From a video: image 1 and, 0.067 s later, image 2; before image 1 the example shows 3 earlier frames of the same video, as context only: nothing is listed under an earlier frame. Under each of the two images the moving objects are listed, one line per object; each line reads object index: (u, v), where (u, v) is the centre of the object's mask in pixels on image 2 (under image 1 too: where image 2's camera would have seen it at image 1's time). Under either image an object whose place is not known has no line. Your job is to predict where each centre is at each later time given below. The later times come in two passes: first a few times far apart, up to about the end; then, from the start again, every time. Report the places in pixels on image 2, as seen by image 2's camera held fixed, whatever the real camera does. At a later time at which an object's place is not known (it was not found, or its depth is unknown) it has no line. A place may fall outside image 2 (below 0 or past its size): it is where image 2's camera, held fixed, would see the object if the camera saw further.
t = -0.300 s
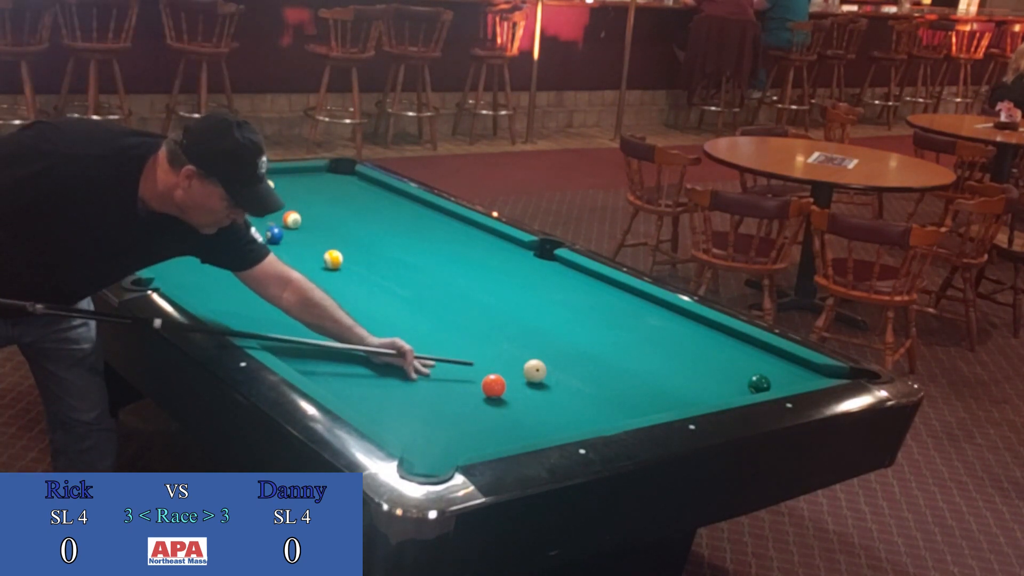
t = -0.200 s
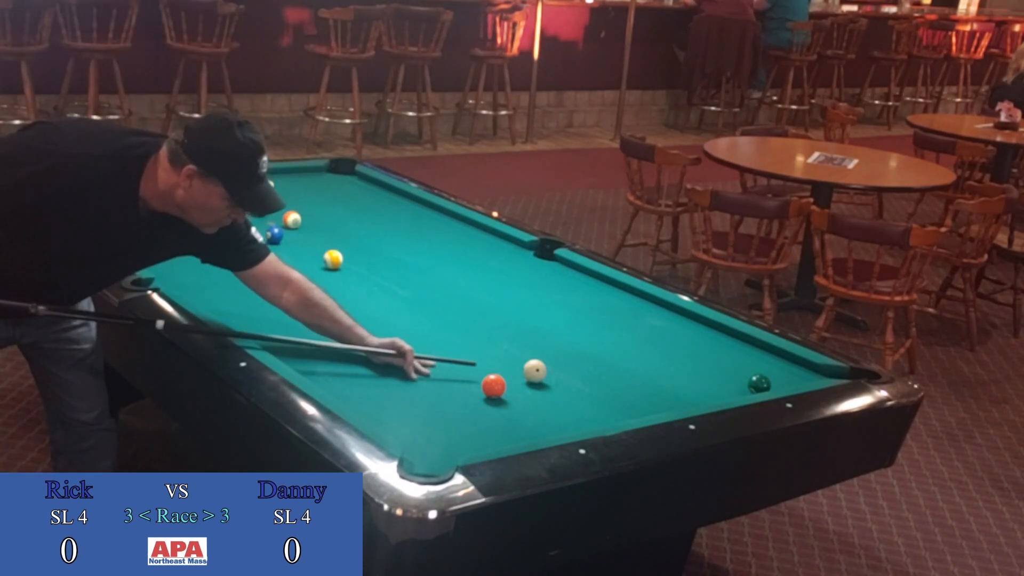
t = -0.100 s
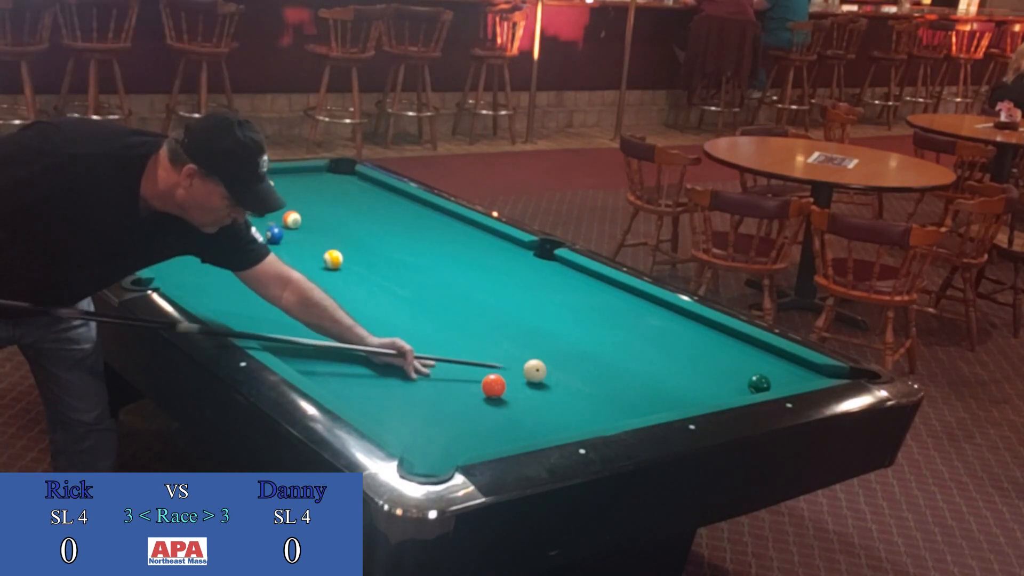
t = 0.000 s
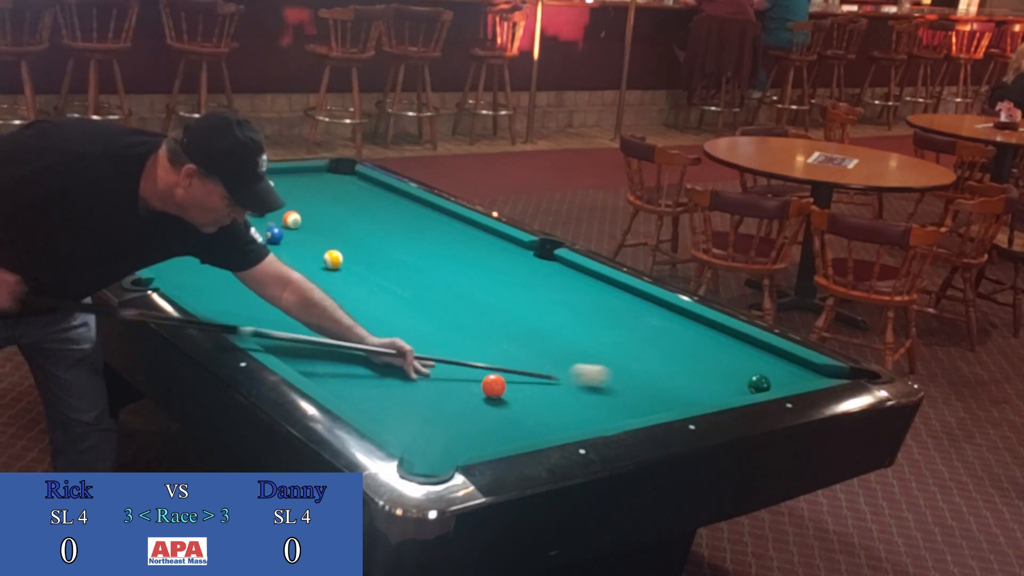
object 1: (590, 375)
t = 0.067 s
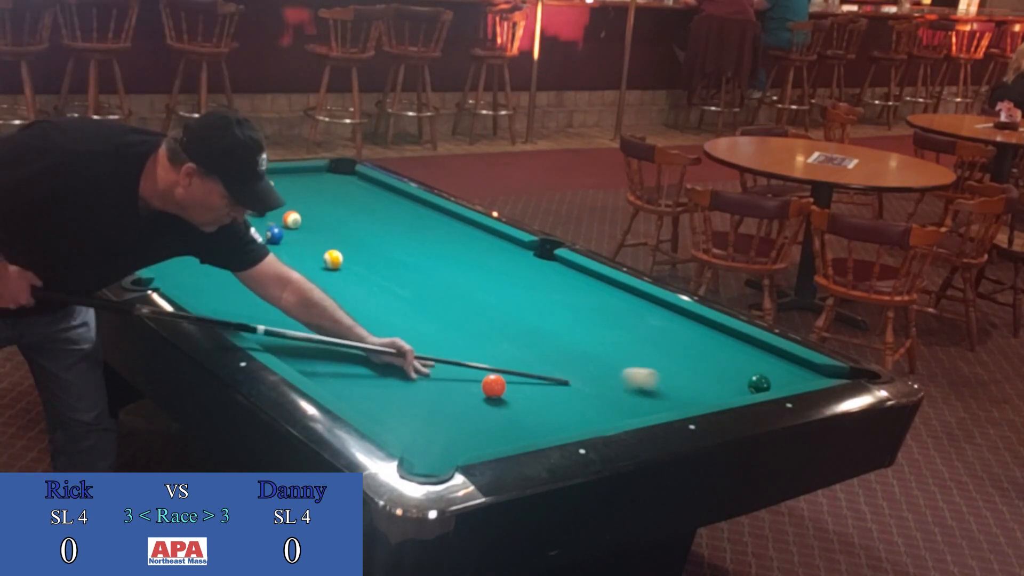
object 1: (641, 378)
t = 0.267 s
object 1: (745, 386)
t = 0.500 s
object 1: (759, 381)
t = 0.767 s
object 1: (765, 367)
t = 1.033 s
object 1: (770, 355)
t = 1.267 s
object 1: (761, 349)
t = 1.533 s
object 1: (735, 345)
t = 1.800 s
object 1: (711, 341)
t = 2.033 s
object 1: (692, 339)
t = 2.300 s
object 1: (673, 336)
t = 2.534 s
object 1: (658, 334)
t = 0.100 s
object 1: (664, 380)
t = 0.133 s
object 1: (685, 381)
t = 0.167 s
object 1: (705, 382)
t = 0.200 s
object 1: (724, 384)
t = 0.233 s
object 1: (739, 385)
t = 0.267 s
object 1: (745, 386)
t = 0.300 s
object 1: (750, 387)
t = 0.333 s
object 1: (754, 387)
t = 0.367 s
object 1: (755, 386)
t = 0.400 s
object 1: (756, 384)
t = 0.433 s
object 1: (757, 383)
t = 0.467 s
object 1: (758, 382)
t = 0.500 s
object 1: (759, 381)
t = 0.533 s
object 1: (760, 380)
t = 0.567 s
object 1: (760, 378)
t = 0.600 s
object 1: (761, 376)
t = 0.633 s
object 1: (762, 374)
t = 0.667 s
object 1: (762, 372)
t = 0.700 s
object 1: (763, 371)
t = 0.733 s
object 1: (764, 369)
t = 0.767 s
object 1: (765, 367)
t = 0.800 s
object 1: (766, 366)
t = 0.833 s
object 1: (766, 364)
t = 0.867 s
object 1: (767, 363)
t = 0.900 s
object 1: (767, 361)
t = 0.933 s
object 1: (768, 360)
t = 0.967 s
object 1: (768, 358)
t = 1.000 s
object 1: (769, 357)
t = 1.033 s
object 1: (770, 355)
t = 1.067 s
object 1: (770, 354)
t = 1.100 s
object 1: (771, 353)
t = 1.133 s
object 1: (771, 351)
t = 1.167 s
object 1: (771, 350)
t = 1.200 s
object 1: (768, 349)
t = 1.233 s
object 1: (765, 349)
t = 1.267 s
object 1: (761, 349)
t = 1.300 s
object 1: (758, 348)
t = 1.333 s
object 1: (754, 347)
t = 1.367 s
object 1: (751, 347)
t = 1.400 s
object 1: (748, 347)
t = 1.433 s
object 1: (744, 346)
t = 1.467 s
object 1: (741, 346)
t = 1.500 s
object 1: (738, 345)
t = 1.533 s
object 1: (735, 345)
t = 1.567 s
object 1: (732, 344)
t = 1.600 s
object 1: (729, 344)
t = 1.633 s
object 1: (726, 343)
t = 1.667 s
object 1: (723, 343)
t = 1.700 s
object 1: (720, 342)
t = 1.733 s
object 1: (717, 342)
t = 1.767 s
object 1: (714, 342)
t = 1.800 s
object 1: (711, 341)
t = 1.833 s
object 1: (708, 340)
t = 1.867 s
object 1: (705, 340)
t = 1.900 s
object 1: (703, 340)
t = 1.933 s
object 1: (700, 339)
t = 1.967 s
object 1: (697, 339)
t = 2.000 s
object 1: (695, 339)
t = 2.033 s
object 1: (692, 339)
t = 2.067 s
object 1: (690, 338)
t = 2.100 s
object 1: (688, 338)
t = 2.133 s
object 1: (685, 337)
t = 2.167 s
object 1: (682, 337)
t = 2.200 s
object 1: (680, 337)
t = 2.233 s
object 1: (678, 336)
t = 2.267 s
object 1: (676, 336)
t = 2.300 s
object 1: (673, 336)
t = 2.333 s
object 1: (671, 335)
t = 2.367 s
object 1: (669, 335)
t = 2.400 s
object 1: (666, 335)
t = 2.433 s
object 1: (664, 334)
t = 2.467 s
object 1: (662, 334)
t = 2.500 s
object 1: (660, 334)
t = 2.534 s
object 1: (658, 334)
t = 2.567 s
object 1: (656, 333)
